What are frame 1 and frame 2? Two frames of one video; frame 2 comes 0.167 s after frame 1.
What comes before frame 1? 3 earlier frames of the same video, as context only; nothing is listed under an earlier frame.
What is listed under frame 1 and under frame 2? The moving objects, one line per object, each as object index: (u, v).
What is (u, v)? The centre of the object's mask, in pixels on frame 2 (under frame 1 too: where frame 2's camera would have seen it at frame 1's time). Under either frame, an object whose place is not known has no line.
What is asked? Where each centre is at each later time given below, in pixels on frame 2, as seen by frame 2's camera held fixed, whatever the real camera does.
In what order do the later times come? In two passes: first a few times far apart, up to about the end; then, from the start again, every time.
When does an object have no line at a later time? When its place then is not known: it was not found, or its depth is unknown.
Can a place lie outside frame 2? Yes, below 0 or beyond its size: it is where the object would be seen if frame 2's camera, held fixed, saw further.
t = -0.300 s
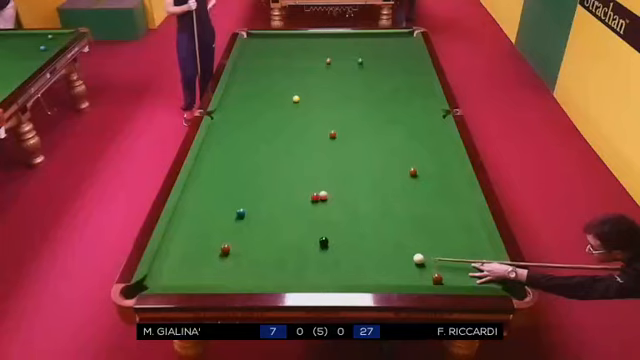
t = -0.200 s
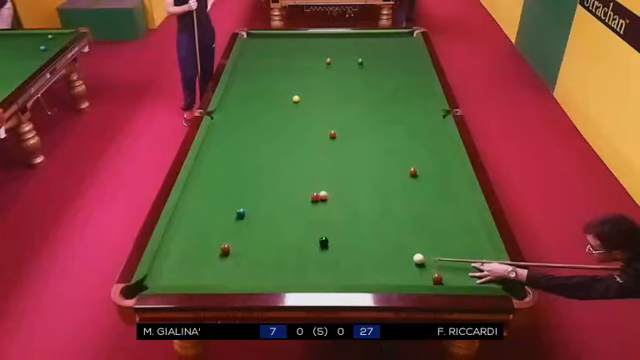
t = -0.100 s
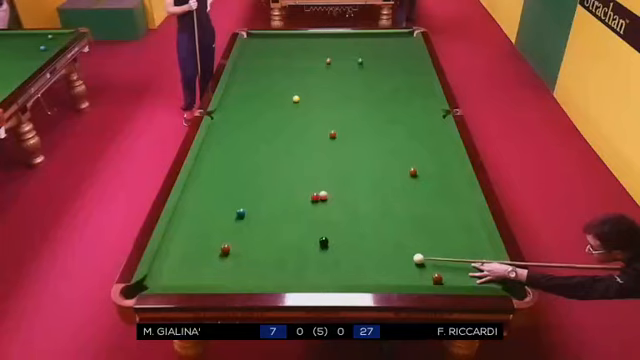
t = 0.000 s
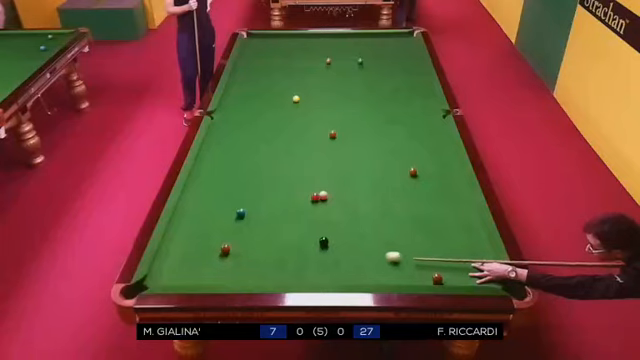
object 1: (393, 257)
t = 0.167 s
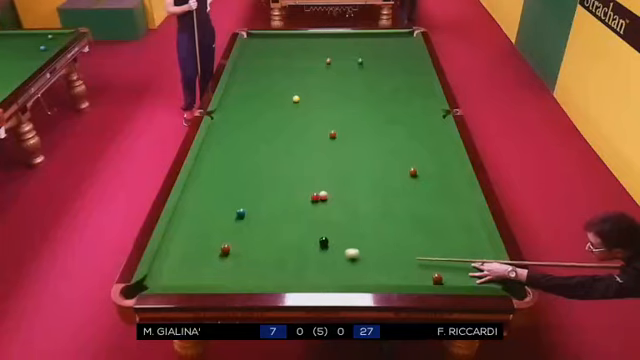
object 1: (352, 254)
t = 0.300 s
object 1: (320, 251)
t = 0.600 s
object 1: (251, 246)
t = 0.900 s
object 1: (214, 232)
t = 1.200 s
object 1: (189, 216)
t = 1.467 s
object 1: (189, 205)
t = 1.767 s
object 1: (210, 196)
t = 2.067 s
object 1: (229, 187)
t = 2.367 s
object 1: (246, 180)
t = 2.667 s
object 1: (260, 173)
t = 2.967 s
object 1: (272, 167)
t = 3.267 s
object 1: (284, 162)
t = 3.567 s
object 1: (294, 157)
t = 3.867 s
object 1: (303, 153)
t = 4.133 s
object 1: (310, 149)
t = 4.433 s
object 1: (318, 146)
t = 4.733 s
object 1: (324, 144)
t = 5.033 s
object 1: (329, 141)
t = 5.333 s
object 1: (333, 140)
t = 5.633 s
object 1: (336, 138)
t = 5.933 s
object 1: (339, 137)
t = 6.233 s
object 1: (340, 136)
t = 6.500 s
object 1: (341, 135)
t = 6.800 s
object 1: (341, 135)
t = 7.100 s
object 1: (341, 135)
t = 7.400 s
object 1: (341, 135)
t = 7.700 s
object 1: (341, 135)
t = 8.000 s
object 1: (341, 135)
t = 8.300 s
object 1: (341, 135)
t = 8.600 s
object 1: (341, 135)
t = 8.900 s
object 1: (341, 135)
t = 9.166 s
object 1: (341, 135)
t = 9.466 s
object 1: (341, 135)
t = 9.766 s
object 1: (341, 135)
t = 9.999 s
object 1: (341, 135)
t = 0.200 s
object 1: (344, 253)
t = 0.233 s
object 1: (336, 253)
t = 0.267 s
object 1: (328, 252)
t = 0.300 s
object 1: (320, 251)
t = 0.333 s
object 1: (312, 251)
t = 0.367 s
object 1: (304, 250)
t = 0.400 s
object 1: (296, 250)
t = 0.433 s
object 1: (289, 249)
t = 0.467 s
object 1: (281, 249)
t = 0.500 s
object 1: (273, 248)
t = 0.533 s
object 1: (266, 248)
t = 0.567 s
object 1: (258, 247)
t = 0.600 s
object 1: (251, 246)
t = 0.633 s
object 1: (243, 246)
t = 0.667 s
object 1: (236, 245)
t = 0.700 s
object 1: (233, 243)
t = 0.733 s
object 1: (230, 241)
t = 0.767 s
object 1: (227, 239)
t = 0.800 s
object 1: (224, 237)
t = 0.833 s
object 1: (221, 236)
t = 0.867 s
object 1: (218, 234)
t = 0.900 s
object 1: (214, 232)
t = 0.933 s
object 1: (211, 230)
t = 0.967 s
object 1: (208, 228)
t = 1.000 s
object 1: (206, 226)
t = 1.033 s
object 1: (202, 224)
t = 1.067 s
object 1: (200, 223)
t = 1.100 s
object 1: (197, 221)
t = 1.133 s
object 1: (194, 219)
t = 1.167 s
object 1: (191, 217)
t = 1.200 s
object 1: (189, 216)
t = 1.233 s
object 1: (186, 214)
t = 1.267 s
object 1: (183, 213)
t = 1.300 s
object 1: (180, 211)
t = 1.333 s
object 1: (179, 209)
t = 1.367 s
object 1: (182, 208)
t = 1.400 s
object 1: (185, 207)
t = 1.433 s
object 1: (187, 206)
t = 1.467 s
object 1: (189, 205)
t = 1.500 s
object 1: (192, 204)
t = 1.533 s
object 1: (195, 203)
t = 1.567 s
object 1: (197, 202)
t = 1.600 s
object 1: (199, 201)
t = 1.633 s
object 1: (201, 200)
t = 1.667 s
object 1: (204, 199)
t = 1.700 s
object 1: (206, 198)
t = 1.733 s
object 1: (208, 197)
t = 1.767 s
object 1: (210, 196)
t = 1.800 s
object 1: (213, 195)
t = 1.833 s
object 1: (215, 194)
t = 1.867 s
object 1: (217, 193)
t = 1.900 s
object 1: (219, 192)
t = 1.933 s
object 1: (221, 191)
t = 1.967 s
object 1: (223, 190)
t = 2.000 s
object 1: (225, 189)
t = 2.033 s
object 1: (227, 188)
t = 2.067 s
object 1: (229, 187)
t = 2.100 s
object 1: (231, 187)
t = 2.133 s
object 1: (233, 186)
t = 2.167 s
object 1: (235, 185)
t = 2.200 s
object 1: (237, 184)
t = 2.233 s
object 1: (238, 183)
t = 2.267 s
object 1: (240, 182)
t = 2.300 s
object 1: (242, 181)
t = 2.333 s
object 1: (244, 180)
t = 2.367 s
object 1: (246, 180)
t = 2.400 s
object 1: (247, 179)
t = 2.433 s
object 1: (249, 178)
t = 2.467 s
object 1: (250, 177)
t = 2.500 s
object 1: (252, 177)
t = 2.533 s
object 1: (254, 176)
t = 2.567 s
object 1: (255, 175)
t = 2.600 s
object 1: (257, 174)
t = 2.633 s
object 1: (258, 174)
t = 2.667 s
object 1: (260, 173)
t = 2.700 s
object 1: (261, 172)
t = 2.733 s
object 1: (263, 172)
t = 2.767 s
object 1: (264, 171)
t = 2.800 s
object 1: (266, 170)
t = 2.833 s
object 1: (267, 170)
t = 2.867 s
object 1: (268, 169)
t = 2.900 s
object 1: (270, 168)
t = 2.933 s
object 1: (271, 168)
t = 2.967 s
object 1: (272, 167)
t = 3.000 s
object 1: (274, 166)
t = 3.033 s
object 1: (275, 166)
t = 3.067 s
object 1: (277, 165)
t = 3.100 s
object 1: (278, 165)
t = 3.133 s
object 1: (279, 164)
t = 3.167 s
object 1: (281, 164)
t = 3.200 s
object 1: (282, 163)
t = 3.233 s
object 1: (283, 162)
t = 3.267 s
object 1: (284, 162)
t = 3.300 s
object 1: (285, 161)
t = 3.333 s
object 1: (286, 161)
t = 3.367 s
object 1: (288, 160)
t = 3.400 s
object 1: (289, 160)
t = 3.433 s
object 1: (290, 159)
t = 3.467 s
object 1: (291, 158)
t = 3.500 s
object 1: (292, 158)
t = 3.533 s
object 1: (293, 157)
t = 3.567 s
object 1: (294, 157)
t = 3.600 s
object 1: (295, 157)
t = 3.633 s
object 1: (296, 156)
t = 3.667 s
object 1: (297, 155)
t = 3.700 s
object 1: (298, 155)
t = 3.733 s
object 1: (299, 155)
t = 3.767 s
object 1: (300, 154)
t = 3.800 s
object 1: (301, 154)
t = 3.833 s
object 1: (302, 153)
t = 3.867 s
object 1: (303, 153)
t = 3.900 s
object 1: (304, 152)
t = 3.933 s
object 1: (305, 152)
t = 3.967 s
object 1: (306, 152)
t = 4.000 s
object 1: (307, 151)
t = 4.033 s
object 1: (308, 151)
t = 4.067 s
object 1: (309, 150)
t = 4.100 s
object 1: (310, 150)
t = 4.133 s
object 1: (310, 149)
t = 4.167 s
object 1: (311, 149)
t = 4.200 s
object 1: (312, 149)
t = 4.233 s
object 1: (313, 148)
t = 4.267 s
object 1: (314, 148)
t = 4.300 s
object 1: (315, 148)
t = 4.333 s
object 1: (315, 148)
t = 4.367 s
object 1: (316, 147)
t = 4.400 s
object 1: (317, 147)
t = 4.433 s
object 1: (318, 146)
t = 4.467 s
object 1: (318, 146)
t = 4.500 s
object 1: (319, 146)
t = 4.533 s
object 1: (320, 145)
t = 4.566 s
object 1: (320, 145)
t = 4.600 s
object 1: (321, 145)
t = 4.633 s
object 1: (322, 144)
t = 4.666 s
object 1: (322, 144)
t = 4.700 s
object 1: (323, 144)
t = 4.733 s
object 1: (324, 144)
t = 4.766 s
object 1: (324, 144)
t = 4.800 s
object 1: (325, 143)
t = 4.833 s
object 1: (326, 143)
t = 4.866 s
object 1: (326, 142)
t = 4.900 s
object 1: (327, 142)
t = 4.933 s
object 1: (327, 142)
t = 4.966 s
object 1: (328, 142)
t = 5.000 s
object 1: (328, 142)
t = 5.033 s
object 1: (329, 141)
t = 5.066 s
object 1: (329, 141)
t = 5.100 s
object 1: (330, 141)
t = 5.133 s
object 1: (330, 141)
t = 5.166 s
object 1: (331, 141)
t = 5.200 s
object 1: (332, 140)
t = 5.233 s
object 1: (332, 140)
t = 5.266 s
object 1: (332, 140)
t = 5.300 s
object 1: (333, 140)
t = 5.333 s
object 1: (333, 140)
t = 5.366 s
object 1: (333, 139)
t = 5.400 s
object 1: (334, 139)
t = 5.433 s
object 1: (334, 139)
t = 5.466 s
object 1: (335, 138)
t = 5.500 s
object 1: (335, 138)
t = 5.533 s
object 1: (335, 138)
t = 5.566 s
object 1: (336, 138)
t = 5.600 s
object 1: (336, 138)
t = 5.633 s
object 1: (336, 138)
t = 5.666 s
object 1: (337, 138)
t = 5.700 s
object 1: (337, 137)
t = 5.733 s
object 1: (337, 137)
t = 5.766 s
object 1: (338, 137)
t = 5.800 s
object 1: (338, 137)
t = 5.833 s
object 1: (338, 137)
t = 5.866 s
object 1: (339, 137)
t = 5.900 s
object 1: (339, 137)
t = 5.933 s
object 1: (339, 137)
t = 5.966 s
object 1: (339, 136)
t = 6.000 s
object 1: (339, 136)
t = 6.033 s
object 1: (339, 136)
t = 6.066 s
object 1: (340, 136)
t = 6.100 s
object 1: (340, 136)
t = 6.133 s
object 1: (340, 136)
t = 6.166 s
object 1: (340, 136)
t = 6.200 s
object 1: (340, 136)
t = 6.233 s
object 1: (340, 136)
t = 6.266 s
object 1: (341, 135)
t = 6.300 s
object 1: (341, 135)
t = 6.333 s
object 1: (341, 135)
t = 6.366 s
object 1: (341, 135)
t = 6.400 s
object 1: (341, 135)
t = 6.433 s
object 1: (341, 135)
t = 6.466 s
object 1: (341, 135)
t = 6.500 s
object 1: (341, 135)
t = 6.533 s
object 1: (341, 135)
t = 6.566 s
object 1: (341, 135)
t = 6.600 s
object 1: (341, 135)
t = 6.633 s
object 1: (341, 135)
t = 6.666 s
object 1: (341, 135)
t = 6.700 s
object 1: (341, 135)
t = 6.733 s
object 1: (341, 135)
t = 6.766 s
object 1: (341, 135)
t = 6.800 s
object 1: (341, 135)
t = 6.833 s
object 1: (341, 135)
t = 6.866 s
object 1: (341, 135)
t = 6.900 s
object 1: (341, 135)
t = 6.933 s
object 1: (341, 135)
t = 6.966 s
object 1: (341, 135)
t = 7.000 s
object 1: (341, 135)
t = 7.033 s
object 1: (341, 135)
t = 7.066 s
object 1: (341, 135)
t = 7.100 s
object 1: (341, 135)
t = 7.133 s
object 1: (341, 135)
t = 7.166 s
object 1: (341, 135)
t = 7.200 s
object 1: (341, 135)
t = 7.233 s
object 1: (341, 135)
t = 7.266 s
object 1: (341, 135)
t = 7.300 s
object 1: (341, 135)
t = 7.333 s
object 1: (341, 135)
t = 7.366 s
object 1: (341, 135)
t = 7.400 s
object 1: (341, 135)
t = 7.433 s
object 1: (341, 135)
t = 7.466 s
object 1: (341, 135)
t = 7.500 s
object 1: (341, 135)
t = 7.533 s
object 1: (341, 135)
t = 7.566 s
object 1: (341, 135)
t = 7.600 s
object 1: (341, 135)
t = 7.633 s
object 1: (341, 135)
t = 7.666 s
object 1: (341, 135)
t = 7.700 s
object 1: (341, 135)
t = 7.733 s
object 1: (341, 135)
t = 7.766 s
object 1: (341, 135)
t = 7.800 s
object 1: (341, 135)
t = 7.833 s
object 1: (341, 135)
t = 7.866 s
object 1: (341, 135)
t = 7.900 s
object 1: (341, 135)
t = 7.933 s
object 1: (341, 135)
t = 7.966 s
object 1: (341, 135)
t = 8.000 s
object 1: (341, 135)
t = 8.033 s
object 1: (341, 135)
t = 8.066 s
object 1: (341, 135)
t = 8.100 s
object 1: (341, 135)
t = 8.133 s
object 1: (341, 135)
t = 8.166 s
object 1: (341, 135)
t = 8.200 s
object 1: (341, 135)
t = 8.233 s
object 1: (341, 135)
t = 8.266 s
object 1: (341, 135)
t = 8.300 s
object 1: (341, 135)
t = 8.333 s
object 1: (341, 135)
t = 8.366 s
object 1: (341, 135)
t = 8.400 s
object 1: (341, 135)
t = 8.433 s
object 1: (341, 135)
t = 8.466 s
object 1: (341, 135)
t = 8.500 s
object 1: (341, 135)
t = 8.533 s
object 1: (341, 135)
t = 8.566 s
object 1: (341, 135)
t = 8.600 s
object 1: (341, 135)
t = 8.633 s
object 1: (341, 135)
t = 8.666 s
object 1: (341, 135)
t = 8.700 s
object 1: (341, 135)
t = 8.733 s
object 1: (341, 135)
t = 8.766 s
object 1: (341, 135)
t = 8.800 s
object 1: (341, 135)
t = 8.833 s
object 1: (341, 135)
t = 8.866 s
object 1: (341, 135)
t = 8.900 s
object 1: (341, 135)
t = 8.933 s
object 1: (341, 135)
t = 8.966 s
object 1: (341, 135)
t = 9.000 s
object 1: (341, 135)
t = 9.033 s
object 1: (341, 135)
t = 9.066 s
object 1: (341, 135)
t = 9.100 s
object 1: (341, 135)
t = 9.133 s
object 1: (341, 135)
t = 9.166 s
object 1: (341, 135)
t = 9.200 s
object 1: (341, 135)
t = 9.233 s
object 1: (341, 135)
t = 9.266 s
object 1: (341, 135)
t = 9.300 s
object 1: (341, 135)
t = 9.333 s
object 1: (341, 135)
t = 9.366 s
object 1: (341, 135)
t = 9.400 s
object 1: (341, 135)
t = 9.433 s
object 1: (341, 135)
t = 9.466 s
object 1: (341, 135)
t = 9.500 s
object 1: (341, 135)
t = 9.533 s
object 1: (341, 135)
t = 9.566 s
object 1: (341, 135)
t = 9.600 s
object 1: (341, 135)
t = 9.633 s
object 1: (341, 135)
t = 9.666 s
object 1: (341, 135)
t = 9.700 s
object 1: (341, 135)
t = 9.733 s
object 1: (341, 135)
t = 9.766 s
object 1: (341, 135)
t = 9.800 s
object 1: (341, 135)
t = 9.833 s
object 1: (341, 135)
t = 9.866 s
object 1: (341, 135)
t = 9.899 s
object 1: (341, 135)
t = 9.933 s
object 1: (341, 135)
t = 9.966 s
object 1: (341, 135)
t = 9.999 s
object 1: (341, 135)
